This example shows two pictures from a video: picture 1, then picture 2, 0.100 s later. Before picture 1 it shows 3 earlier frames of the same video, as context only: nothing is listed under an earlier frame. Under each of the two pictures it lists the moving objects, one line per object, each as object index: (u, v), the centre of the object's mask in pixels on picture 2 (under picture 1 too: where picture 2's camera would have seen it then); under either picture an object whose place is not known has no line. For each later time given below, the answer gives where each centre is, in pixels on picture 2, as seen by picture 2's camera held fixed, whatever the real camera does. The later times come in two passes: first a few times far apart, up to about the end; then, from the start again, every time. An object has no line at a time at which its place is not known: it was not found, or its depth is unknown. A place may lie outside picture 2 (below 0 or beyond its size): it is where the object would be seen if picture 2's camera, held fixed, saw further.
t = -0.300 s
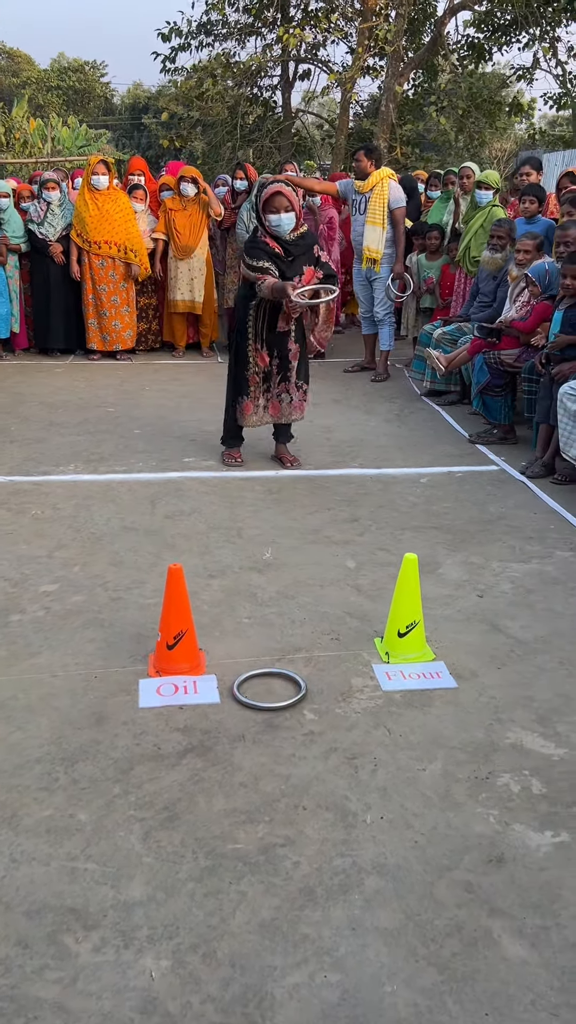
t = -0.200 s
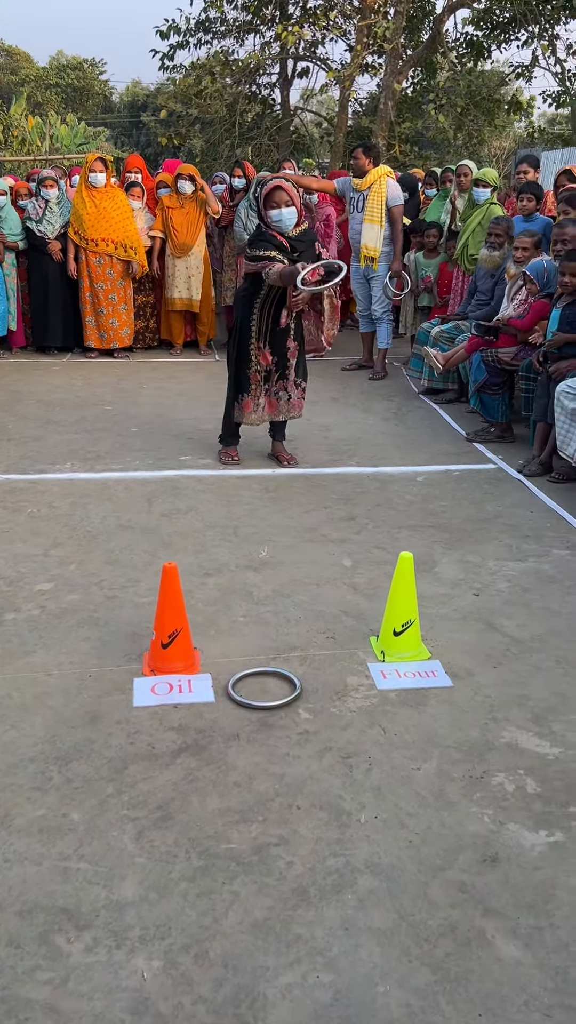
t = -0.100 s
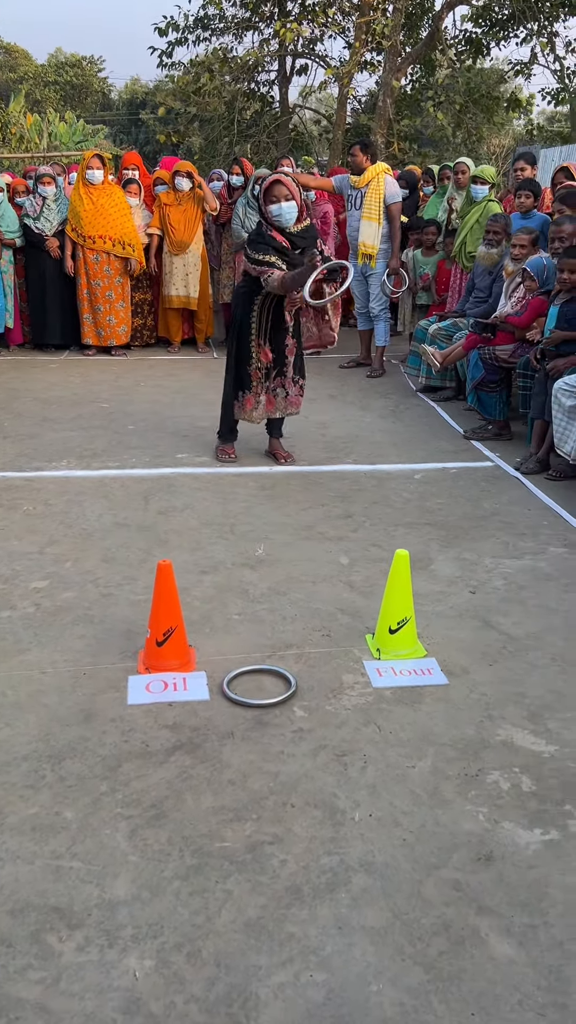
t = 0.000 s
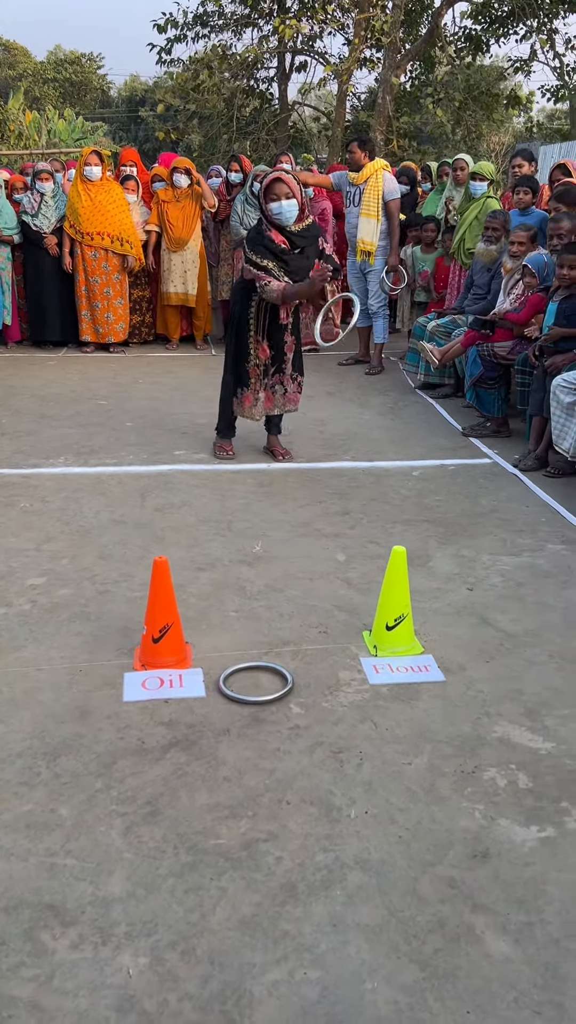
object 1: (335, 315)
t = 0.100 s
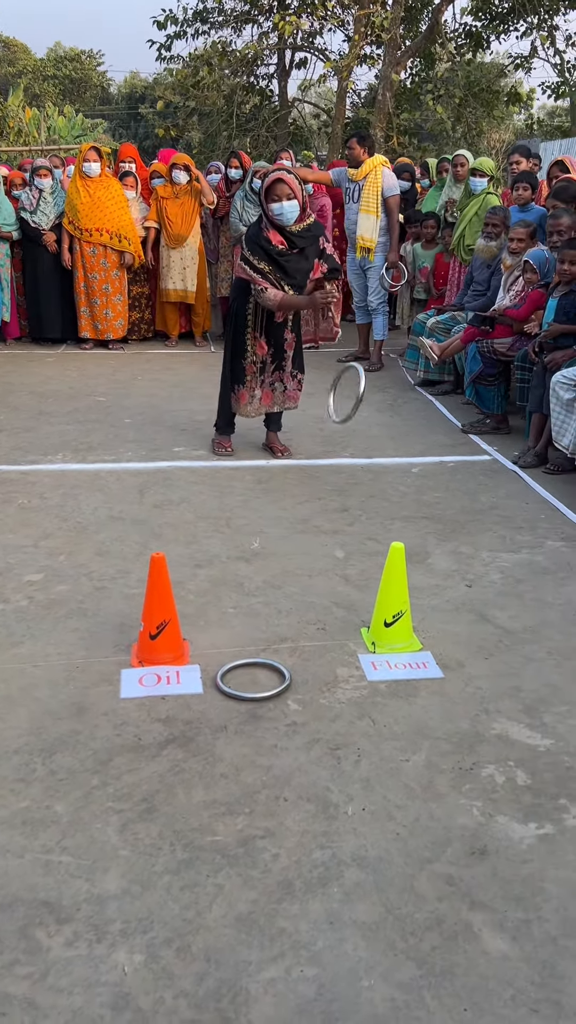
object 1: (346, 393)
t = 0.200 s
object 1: (356, 507)
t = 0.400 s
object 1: (383, 535)
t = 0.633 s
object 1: (414, 555)
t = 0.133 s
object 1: (350, 427)
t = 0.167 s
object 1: (353, 465)
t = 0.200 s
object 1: (356, 507)
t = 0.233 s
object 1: (360, 553)
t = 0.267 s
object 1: (363, 597)
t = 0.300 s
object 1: (368, 576)
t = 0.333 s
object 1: (373, 559)
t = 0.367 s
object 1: (378, 545)
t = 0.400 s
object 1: (383, 535)
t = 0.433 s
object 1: (388, 527)
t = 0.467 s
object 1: (393, 522)
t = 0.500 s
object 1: (397, 522)
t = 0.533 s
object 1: (402, 524)
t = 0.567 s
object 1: (406, 531)
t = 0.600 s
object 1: (410, 541)
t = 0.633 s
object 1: (414, 555)
